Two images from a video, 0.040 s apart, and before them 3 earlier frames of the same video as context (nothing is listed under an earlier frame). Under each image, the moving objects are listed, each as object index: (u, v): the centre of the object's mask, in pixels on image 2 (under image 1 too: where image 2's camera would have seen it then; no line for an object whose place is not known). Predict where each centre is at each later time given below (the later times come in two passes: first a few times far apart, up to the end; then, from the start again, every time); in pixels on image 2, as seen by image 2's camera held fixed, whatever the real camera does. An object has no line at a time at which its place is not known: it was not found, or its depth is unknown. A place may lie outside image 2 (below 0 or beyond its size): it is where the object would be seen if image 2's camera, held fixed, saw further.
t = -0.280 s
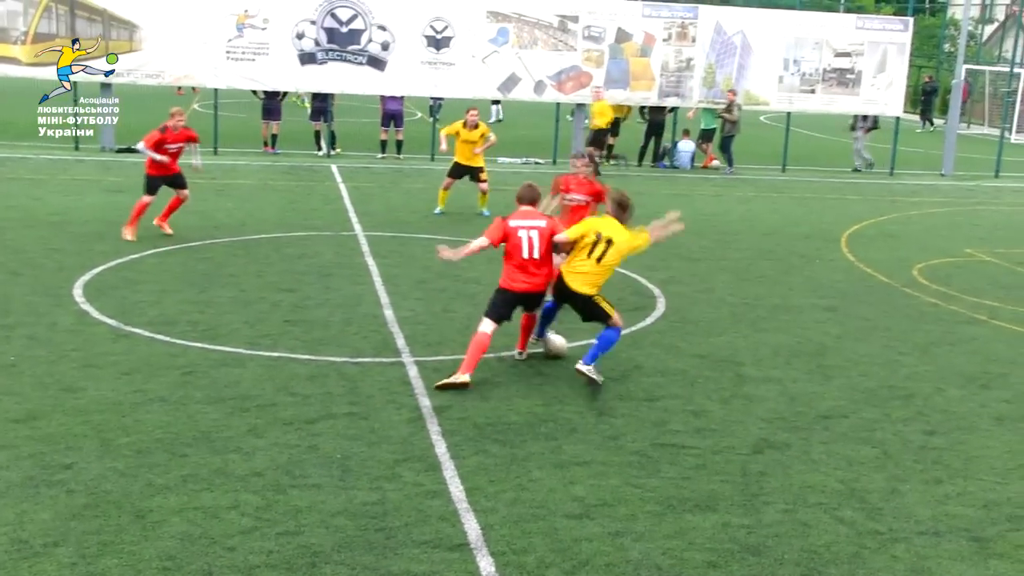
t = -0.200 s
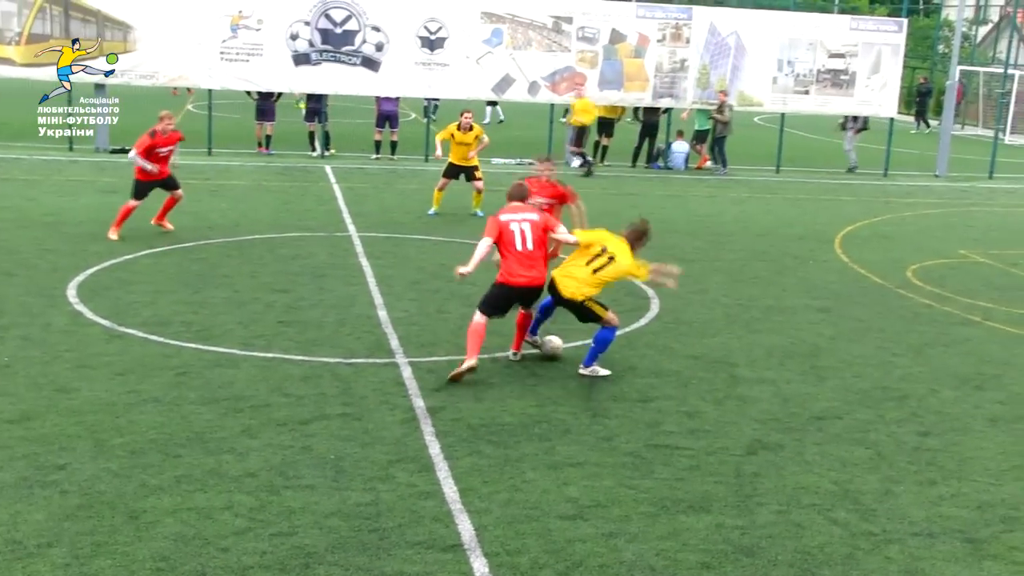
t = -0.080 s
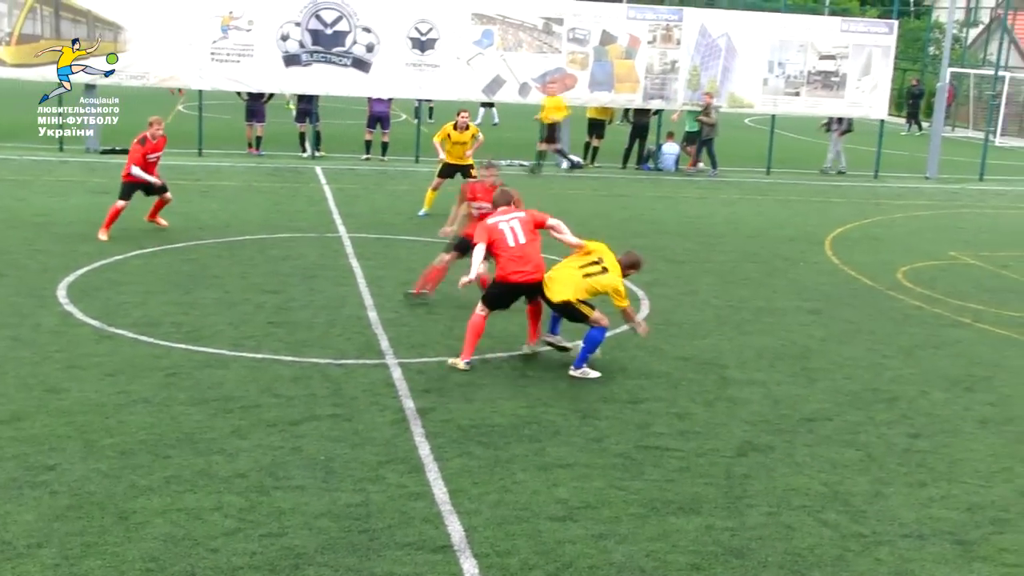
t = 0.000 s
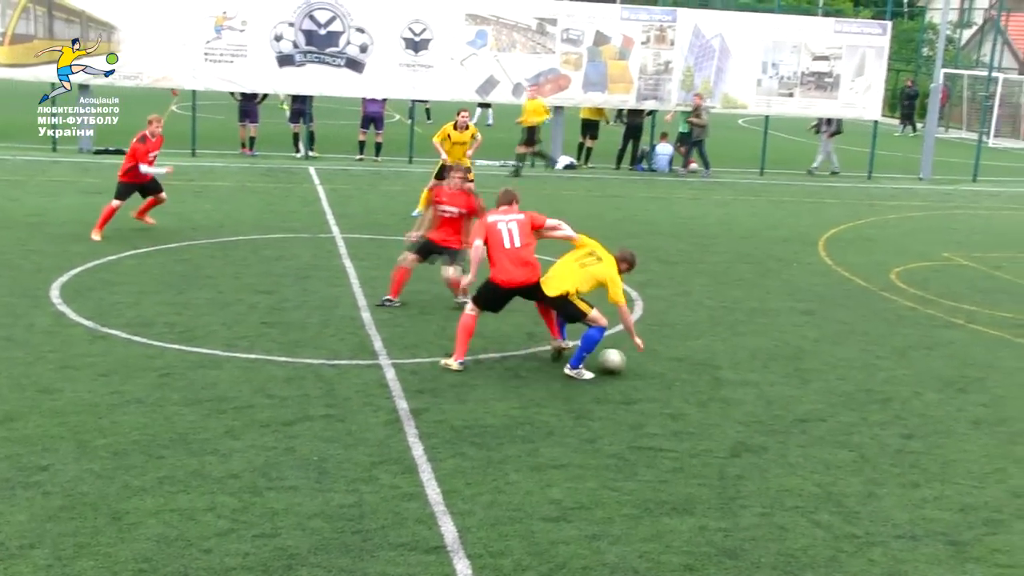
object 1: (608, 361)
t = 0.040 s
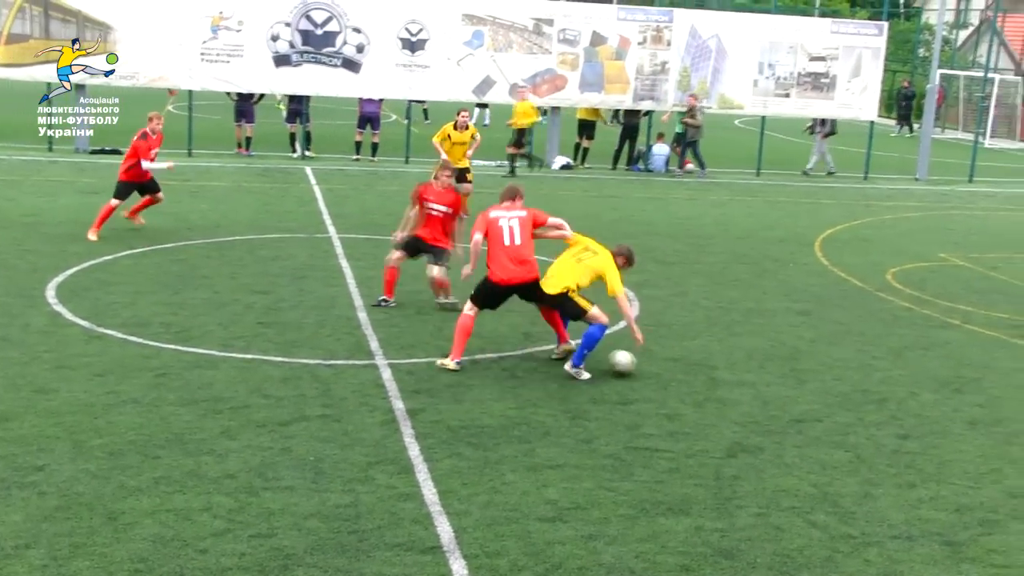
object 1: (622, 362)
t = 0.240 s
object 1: (683, 372)
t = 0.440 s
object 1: (743, 382)
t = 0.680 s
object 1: (813, 394)
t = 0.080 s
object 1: (636, 366)
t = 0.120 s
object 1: (648, 367)
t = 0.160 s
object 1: (660, 369)
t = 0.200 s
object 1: (672, 371)
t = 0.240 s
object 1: (683, 372)
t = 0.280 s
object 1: (695, 375)
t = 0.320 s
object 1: (708, 377)
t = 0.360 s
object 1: (719, 379)
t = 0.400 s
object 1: (731, 381)
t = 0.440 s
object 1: (743, 382)
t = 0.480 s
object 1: (754, 384)
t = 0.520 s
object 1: (766, 386)
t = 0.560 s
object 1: (778, 388)
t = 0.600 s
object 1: (790, 390)
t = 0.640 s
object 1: (802, 392)
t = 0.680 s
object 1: (813, 394)
